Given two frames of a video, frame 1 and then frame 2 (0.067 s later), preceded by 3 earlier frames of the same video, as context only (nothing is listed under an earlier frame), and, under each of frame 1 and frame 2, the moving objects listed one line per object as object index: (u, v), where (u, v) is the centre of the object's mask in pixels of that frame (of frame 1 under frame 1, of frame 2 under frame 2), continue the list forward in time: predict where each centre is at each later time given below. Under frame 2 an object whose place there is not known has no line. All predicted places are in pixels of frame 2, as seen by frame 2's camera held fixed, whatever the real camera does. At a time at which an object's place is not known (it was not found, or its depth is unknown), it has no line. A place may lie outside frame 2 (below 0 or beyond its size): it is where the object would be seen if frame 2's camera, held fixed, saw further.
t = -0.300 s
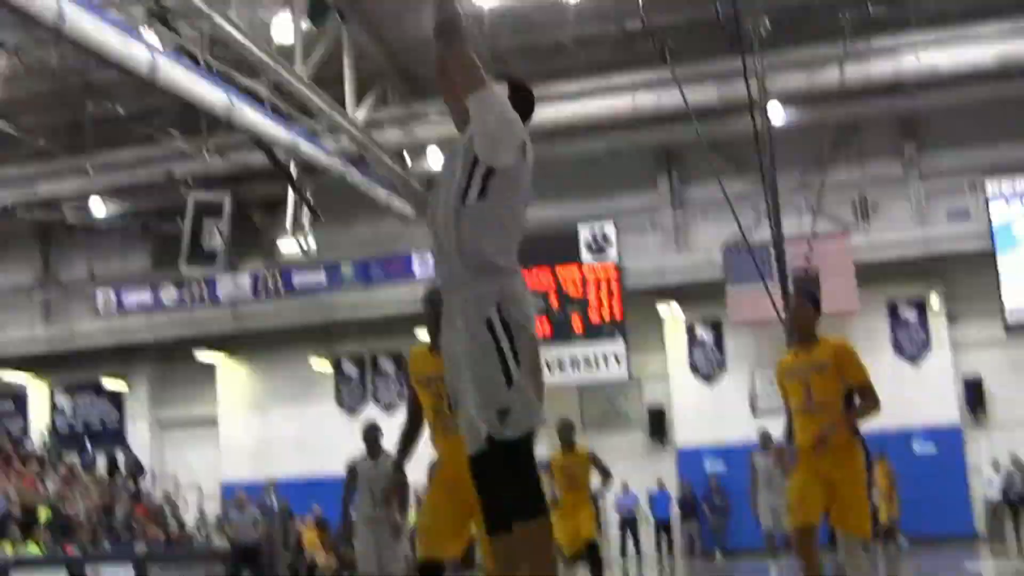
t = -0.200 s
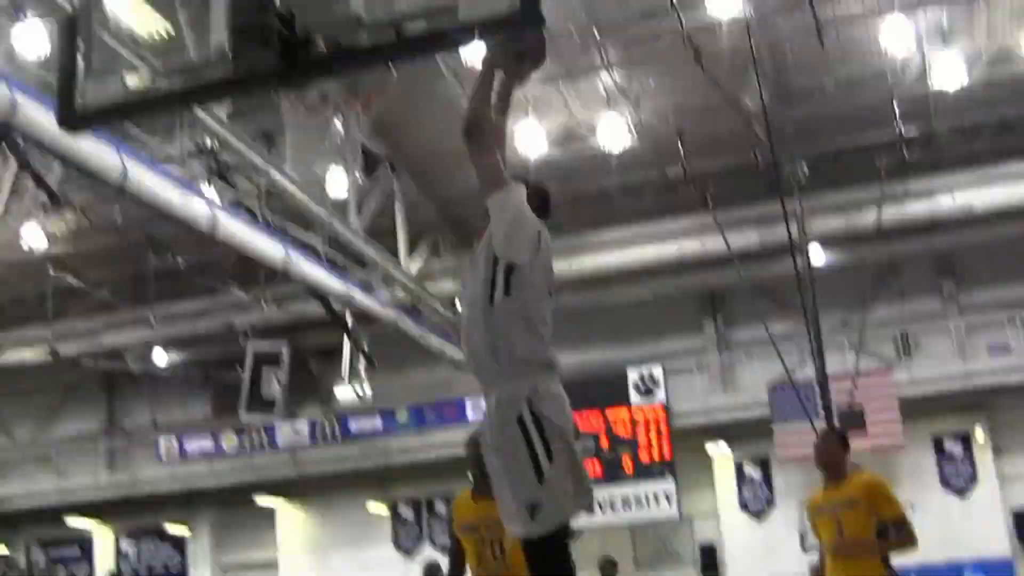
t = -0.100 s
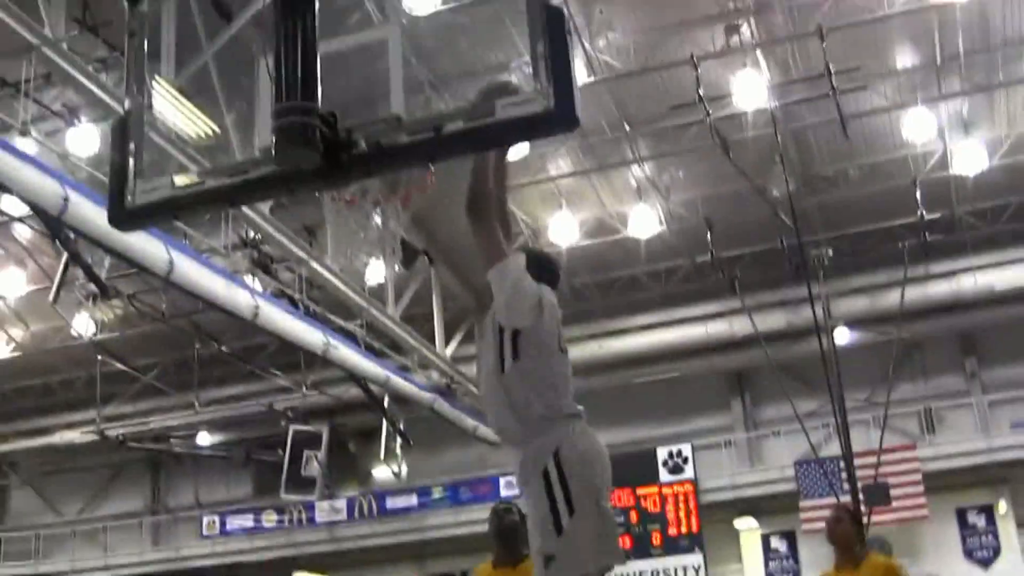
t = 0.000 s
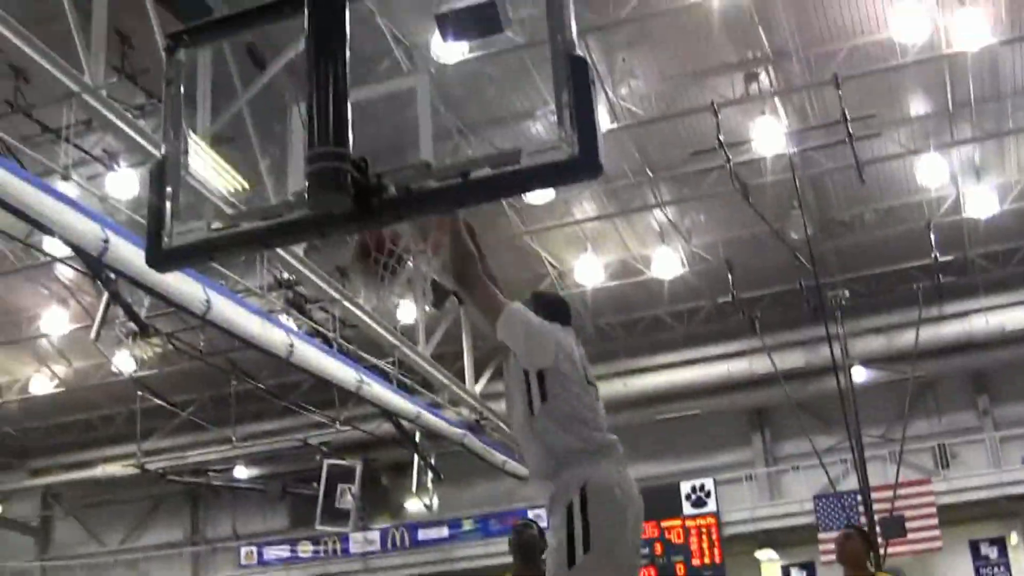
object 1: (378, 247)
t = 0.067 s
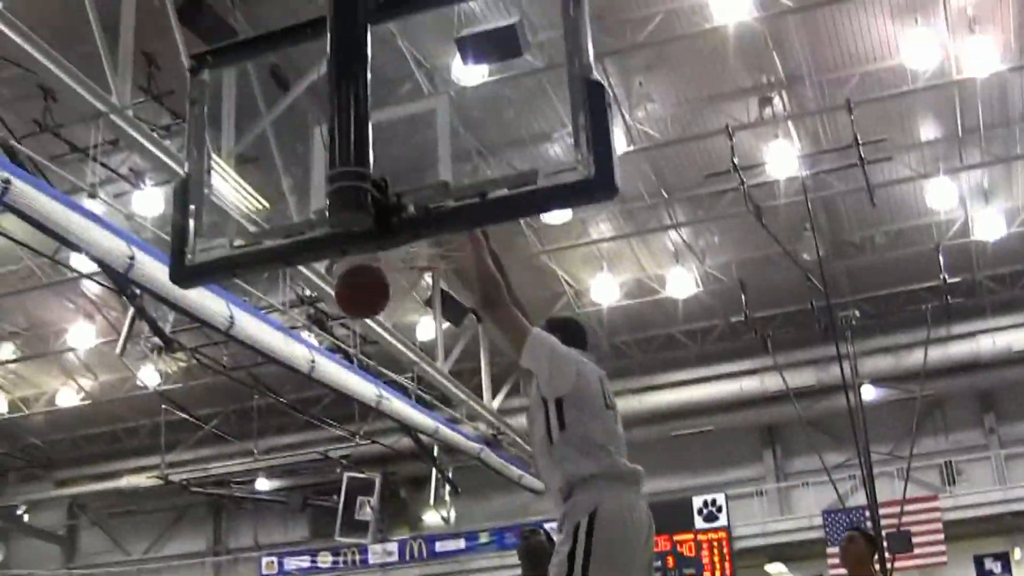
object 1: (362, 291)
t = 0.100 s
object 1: (348, 293)
